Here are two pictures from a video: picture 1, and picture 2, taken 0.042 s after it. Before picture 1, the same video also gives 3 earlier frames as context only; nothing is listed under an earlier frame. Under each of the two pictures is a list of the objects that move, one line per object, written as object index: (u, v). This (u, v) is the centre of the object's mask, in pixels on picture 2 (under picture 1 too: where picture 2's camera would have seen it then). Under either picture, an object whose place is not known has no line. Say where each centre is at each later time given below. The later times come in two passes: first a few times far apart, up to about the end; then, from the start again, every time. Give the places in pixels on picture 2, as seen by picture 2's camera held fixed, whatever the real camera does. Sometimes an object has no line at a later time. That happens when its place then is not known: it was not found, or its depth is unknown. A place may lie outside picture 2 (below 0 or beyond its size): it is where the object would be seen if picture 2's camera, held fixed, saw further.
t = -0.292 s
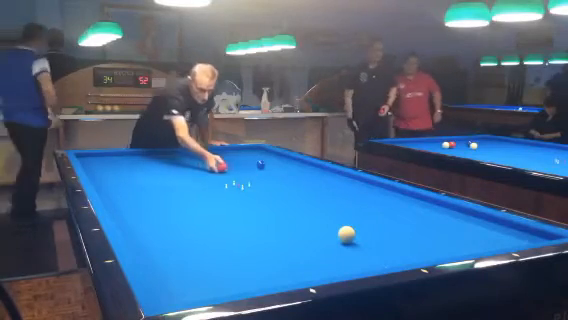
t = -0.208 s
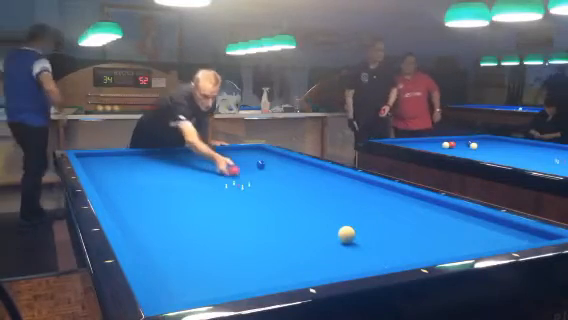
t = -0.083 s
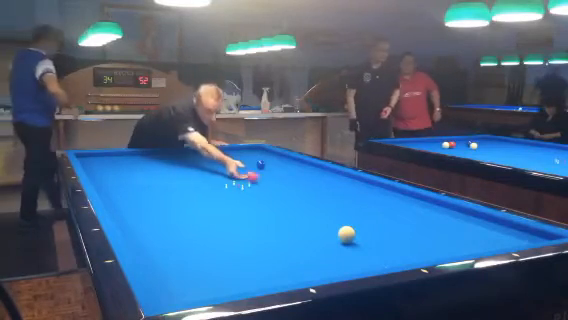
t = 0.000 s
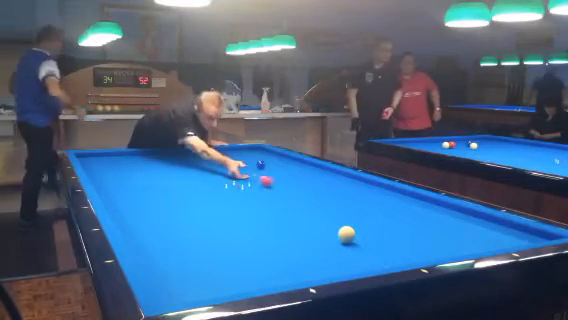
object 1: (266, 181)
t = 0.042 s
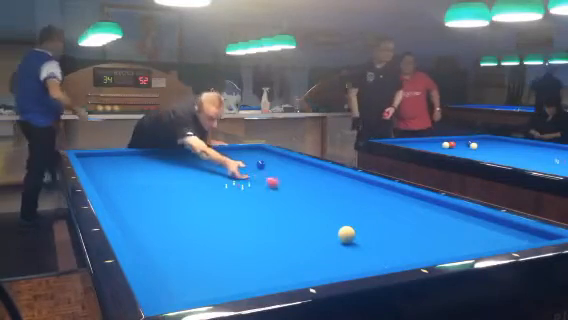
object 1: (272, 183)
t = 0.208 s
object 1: (299, 190)
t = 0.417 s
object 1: (335, 200)
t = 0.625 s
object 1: (380, 214)
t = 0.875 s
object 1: (447, 233)
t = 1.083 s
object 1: (487, 242)
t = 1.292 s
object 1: (454, 227)
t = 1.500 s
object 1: (432, 217)
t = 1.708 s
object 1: (415, 209)
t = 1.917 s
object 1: (400, 201)
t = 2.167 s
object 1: (385, 193)
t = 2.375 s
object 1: (374, 188)
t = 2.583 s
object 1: (364, 182)
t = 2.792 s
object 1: (355, 178)
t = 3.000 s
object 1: (347, 174)
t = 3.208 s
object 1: (334, 171)
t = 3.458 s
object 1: (320, 167)
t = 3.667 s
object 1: (310, 165)
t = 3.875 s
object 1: (300, 162)
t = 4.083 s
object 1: (291, 160)
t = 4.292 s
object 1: (282, 158)
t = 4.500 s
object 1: (275, 156)
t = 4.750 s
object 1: (266, 154)
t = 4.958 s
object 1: (259, 152)
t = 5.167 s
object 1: (253, 151)
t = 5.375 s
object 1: (246, 150)
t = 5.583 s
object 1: (241, 148)
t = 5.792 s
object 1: (237, 148)
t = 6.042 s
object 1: (238, 148)
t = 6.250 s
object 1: (238, 148)
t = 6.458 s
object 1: (239, 149)
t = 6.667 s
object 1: (240, 150)
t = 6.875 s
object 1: (242, 151)
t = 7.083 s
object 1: (242, 151)
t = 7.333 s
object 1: (243, 153)
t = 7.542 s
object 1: (244, 154)
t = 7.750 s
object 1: (245, 154)
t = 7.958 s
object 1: (245, 155)
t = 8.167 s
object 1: (246, 155)
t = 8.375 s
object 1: (247, 156)
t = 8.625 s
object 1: (247, 156)
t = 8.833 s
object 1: (248, 157)
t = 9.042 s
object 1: (248, 157)
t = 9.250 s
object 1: (249, 158)
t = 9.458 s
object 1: (249, 158)
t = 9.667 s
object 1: (249, 159)
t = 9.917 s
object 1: (250, 160)
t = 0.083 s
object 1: (279, 185)
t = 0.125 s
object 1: (285, 187)
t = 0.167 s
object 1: (291, 188)
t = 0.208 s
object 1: (299, 190)
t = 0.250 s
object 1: (305, 192)
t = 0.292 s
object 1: (312, 194)
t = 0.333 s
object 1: (320, 196)
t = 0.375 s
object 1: (327, 198)
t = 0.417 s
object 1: (335, 200)
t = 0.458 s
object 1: (344, 203)
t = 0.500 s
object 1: (352, 205)
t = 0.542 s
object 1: (360, 208)
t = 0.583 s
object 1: (370, 211)
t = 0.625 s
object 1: (380, 214)
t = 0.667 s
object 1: (390, 216)
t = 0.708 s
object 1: (401, 220)
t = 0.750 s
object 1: (411, 222)
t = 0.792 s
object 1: (422, 226)
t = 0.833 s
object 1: (434, 229)
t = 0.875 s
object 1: (447, 233)
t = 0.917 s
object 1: (460, 237)
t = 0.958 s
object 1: (473, 240)
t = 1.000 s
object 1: (487, 243)
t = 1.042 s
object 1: (495, 244)
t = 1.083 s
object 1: (487, 242)
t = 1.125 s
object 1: (479, 239)
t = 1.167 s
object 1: (471, 235)
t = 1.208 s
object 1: (465, 233)
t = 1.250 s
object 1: (458, 230)
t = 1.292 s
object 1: (454, 227)
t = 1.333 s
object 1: (448, 225)
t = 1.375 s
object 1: (444, 223)
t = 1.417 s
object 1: (440, 221)
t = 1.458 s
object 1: (436, 219)
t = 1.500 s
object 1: (432, 217)
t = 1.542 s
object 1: (428, 215)
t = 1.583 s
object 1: (425, 214)
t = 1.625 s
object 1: (422, 212)
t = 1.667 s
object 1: (418, 211)
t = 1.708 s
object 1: (415, 209)
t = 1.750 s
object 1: (412, 207)
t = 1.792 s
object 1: (409, 205)
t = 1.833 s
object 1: (406, 204)
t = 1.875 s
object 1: (403, 202)
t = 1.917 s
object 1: (400, 201)
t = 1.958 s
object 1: (398, 199)
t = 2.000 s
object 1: (394, 198)
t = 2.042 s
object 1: (392, 197)
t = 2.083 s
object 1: (389, 195)
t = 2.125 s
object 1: (387, 194)
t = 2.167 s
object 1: (385, 193)
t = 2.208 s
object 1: (382, 192)
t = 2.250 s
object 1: (380, 191)
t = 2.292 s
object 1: (378, 190)
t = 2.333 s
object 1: (376, 189)
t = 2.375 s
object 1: (374, 188)
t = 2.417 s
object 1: (372, 186)
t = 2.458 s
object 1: (369, 186)
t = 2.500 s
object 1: (367, 184)
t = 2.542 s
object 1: (366, 183)
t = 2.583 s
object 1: (364, 182)
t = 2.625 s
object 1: (362, 181)
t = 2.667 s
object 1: (360, 181)
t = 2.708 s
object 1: (358, 180)
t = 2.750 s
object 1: (356, 179)
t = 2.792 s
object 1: (355, 178)
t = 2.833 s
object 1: (353, 177)
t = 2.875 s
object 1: (352, 176)
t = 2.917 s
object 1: (350, 176)
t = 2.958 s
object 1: (348, 175)
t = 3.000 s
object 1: (347, 174)
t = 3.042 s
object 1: (344, 173)
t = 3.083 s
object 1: (341, 172)
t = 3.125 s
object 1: (338, 172)
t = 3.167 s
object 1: (337, 172)
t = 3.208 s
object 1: (334, 171)
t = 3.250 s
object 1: (331, 170)
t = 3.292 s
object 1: (329, 169)
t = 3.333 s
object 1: (327, 169)
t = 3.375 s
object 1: (325, 168)
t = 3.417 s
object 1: (322, 168)
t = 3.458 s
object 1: (320, 167)
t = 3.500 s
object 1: (318, 167)
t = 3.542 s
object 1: (317, 166)
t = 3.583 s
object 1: (314, 166)
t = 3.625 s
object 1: (312, 165)
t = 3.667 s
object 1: (310, 165)
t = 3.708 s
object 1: (308, 164)
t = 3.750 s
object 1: (306, 164)
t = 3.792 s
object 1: (304, 163)
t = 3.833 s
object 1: (302, 163)
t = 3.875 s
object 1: (300, 162)
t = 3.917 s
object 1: (298, 162)
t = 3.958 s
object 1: (296, 161)
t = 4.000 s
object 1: (295, 161)
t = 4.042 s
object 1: (292, 160)
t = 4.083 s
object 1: (291, 160)
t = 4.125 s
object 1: (289, 159)
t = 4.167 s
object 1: (288, 159)
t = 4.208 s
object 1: (286, 159)
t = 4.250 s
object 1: (285, 159)
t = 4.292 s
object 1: (282, 158)
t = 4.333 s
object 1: (281, 158)
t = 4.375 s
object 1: (279, 157)
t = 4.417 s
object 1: (278, 157)
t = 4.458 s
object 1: (276, 156)
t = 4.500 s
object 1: (275, 156)
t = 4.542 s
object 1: (273, 156)
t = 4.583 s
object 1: (271, 155)
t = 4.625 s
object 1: (270, 155)
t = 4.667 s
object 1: (268, 155)
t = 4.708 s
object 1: (267, 154)
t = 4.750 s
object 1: (266, 154)
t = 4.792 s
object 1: (264, 154)
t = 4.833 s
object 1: (263, 153)
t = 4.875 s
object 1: (261, 153)
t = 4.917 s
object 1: (260, 152)
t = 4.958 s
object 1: (259, 152)
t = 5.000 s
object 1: (258, 152)
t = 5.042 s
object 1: (257, 152)
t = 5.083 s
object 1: (255, 151)
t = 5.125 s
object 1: (254, 151)
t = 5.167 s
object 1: (253, 151)
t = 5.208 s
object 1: (251, 150)
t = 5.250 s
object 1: (250, 150)
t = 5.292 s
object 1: (248, 150)
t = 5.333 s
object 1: (248, 150)
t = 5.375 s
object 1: (246, 150)
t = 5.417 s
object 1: (245, 149)
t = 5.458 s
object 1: (244, 149)
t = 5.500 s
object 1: (243, 149)
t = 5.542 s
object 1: (242, 148)
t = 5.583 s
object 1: (241, 148)
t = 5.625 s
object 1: (240, 148)
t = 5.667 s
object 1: (239, 148)
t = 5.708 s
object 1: (237, 148)
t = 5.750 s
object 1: (237, 148)
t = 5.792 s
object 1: (237, 148)
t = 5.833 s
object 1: (237, 148)
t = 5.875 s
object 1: (238, 148)
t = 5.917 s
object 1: (238, 148)
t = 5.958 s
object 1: (238, 148)
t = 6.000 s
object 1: (238, 148)
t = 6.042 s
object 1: (238, 148)
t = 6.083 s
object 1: (238, 148)
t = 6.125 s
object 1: (238, 148)
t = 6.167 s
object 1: (238, 148)
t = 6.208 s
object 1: (238, 148)
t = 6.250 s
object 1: (238, 148)
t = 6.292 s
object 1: (239, 149)
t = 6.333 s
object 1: (239, 149)
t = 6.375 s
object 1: (239, 149)
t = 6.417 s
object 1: (239, 149)
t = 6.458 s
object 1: (239, 149)
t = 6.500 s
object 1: (240, 150)
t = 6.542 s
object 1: (240, 150)
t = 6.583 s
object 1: (240, 150)
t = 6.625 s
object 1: (240, 150)
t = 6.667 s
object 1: (240, 150)
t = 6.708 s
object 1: (241, 150)
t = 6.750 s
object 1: (241, 150)
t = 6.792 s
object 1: (241, 151)
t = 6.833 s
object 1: (242, 151)
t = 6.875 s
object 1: (242, 151)
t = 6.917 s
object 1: (242, 151)
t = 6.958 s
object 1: (242, 151)
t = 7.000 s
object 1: (242, 151)
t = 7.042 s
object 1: (242, 151)
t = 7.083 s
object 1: (242, 151)
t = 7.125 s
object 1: (242, 152)
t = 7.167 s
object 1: (242, 152)
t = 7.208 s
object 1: (242, 152)
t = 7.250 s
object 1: (243, 152)
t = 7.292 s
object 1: (243, 152)
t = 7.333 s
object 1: (243, 153)
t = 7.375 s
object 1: (243, 153)
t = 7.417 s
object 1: (244, 153)
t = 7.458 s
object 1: (244, 153)
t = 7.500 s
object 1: (244, 154)
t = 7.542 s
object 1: (244, 154)
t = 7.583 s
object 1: (244, 154)
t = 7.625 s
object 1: (244, 154)
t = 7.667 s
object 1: (244, 154)
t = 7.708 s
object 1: (245, 154)
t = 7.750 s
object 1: (245, 154)
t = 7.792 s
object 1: (245, 155)
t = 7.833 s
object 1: (245, 155)
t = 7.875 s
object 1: (245, 155)
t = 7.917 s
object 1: (246, 155)
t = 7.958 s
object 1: (245, 155)
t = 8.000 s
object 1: (246, 155)
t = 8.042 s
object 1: (246, 155)
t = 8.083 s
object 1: (246, 155)
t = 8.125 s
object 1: (246, 155)
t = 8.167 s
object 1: (246, 155)
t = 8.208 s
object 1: (246, 155)
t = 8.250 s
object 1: (246, 155)
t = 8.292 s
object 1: (246, 156)
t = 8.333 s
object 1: (246, 156)
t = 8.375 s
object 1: (247, 156)
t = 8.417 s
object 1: (247, 156)
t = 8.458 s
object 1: (247, 156)
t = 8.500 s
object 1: (247, 156)
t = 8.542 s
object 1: (247, 156)
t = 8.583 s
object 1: (247, 156)
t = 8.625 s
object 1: (247, 156)
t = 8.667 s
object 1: (247, 156)
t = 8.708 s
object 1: (248, 157)
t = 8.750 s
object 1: (248, 157)
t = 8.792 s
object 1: (248, 157)
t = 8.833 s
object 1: (248, 157)
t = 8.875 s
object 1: (248, 157)
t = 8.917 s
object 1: (248, 157)
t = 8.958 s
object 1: (248, 157)
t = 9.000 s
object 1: (248, 157)
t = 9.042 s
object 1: (248, 157)
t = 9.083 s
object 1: (249, 158)
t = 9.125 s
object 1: (249, 158)
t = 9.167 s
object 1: (249, 158)
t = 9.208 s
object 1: (249, 158)
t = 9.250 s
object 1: (249, 158)
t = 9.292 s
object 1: (249, 158)
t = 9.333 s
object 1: (249, 158)
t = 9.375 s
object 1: (249, 158)
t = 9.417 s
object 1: (249, 158)
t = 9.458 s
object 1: (249, 158)
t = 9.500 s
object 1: (249, 159)
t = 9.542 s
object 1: (249, 159)
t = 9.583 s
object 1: (249, 159)
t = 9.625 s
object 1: (249, 159)
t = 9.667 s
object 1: (249, 159)
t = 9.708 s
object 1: (249, 159)
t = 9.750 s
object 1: (250, 159)
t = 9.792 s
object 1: (250, 159)
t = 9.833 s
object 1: (250, 159)
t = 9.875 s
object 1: (250, 159)
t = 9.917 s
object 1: (250, 160)
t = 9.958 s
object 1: (250, 160)
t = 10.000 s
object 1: (250, 160)
